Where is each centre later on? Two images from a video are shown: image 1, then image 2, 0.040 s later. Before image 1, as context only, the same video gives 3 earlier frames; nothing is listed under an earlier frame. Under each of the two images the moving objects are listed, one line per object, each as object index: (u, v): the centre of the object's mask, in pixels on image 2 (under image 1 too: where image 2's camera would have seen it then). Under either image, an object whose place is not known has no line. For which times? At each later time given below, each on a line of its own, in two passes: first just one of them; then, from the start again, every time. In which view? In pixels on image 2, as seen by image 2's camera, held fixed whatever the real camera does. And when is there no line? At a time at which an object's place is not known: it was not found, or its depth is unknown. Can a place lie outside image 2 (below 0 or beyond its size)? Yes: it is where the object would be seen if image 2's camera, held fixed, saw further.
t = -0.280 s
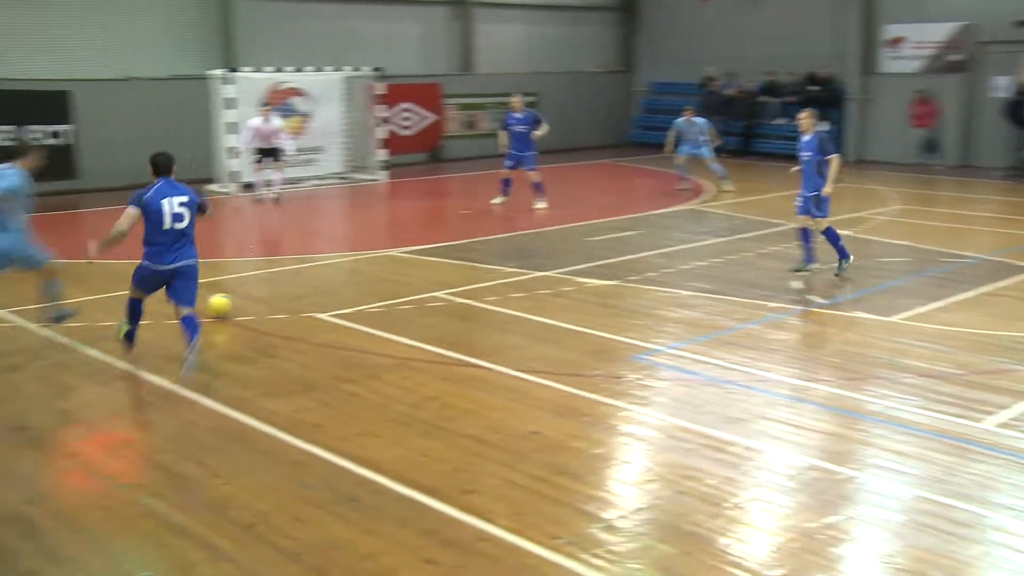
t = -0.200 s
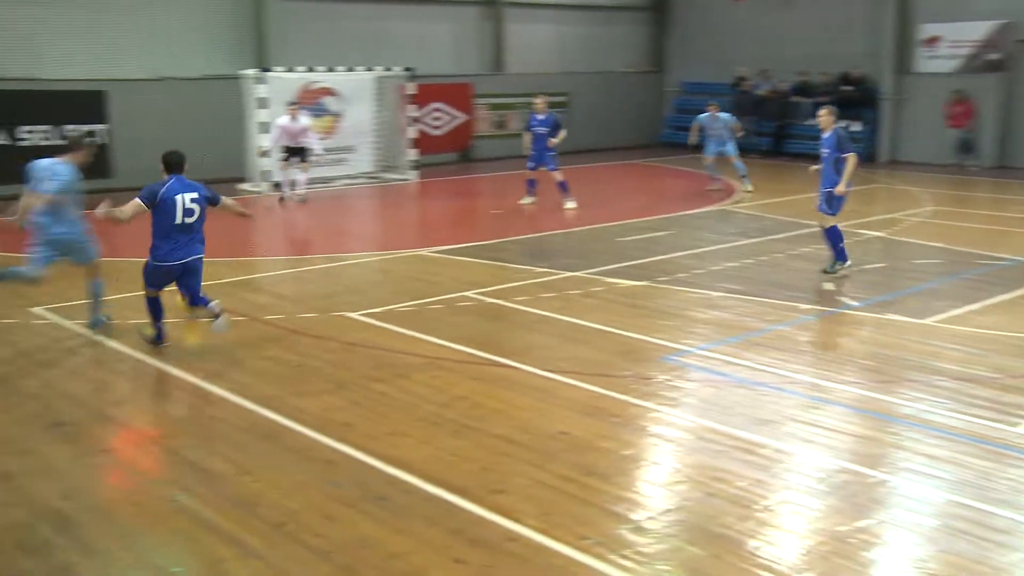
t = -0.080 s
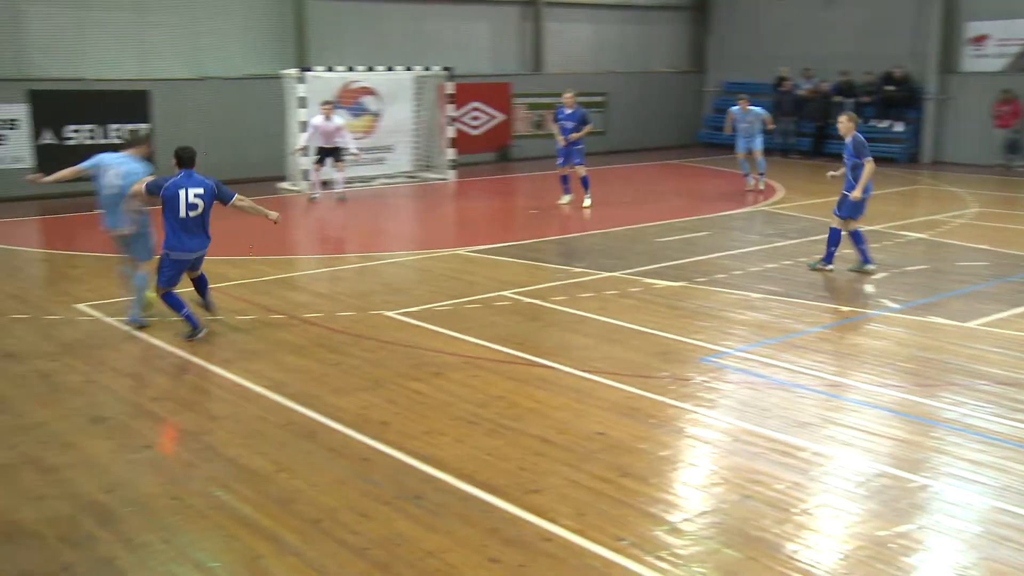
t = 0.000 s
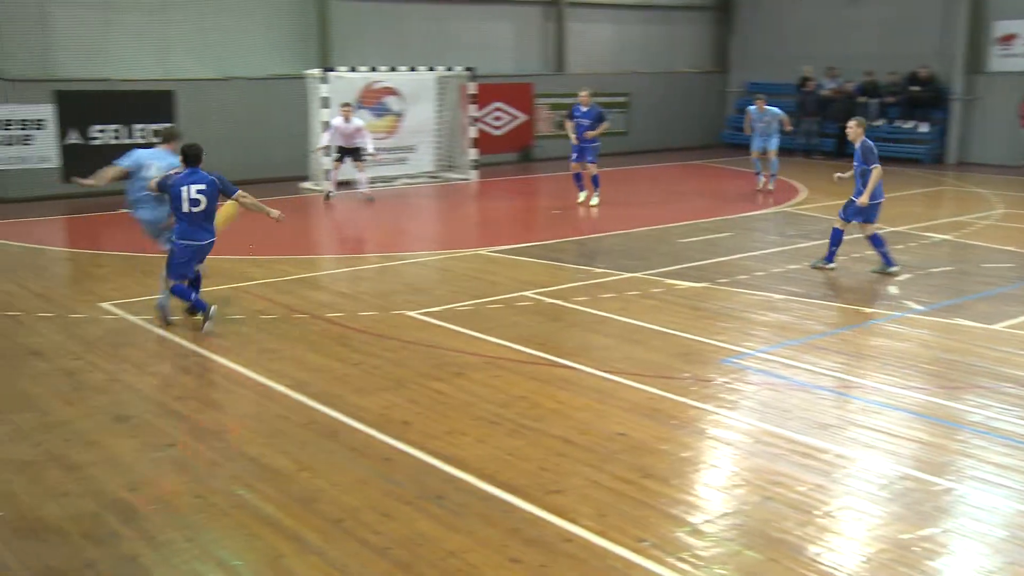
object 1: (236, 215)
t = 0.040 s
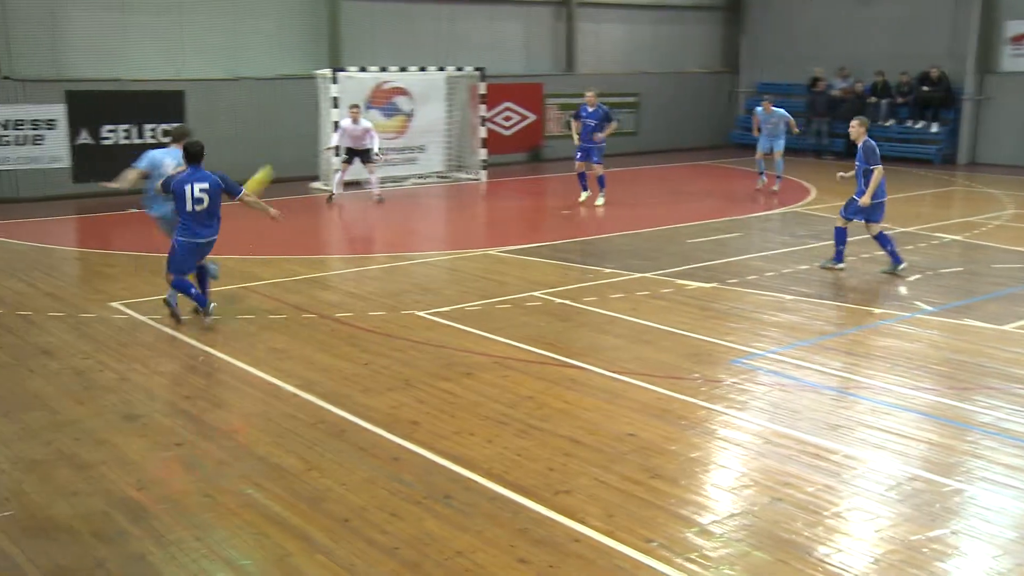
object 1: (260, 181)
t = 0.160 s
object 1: (312, 106)
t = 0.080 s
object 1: (278, 153)
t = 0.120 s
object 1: (297, 128)
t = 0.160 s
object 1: (312, 106)
